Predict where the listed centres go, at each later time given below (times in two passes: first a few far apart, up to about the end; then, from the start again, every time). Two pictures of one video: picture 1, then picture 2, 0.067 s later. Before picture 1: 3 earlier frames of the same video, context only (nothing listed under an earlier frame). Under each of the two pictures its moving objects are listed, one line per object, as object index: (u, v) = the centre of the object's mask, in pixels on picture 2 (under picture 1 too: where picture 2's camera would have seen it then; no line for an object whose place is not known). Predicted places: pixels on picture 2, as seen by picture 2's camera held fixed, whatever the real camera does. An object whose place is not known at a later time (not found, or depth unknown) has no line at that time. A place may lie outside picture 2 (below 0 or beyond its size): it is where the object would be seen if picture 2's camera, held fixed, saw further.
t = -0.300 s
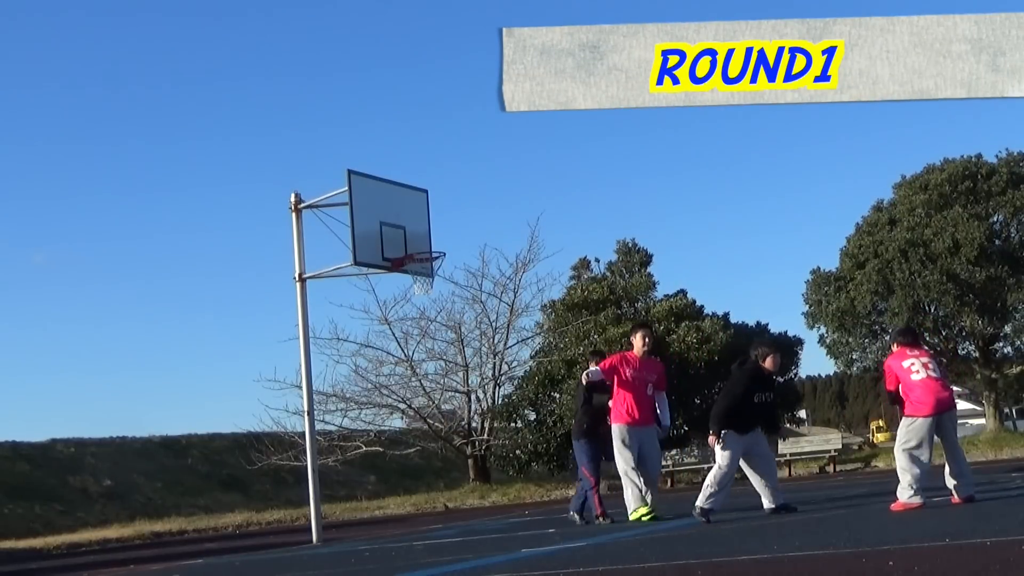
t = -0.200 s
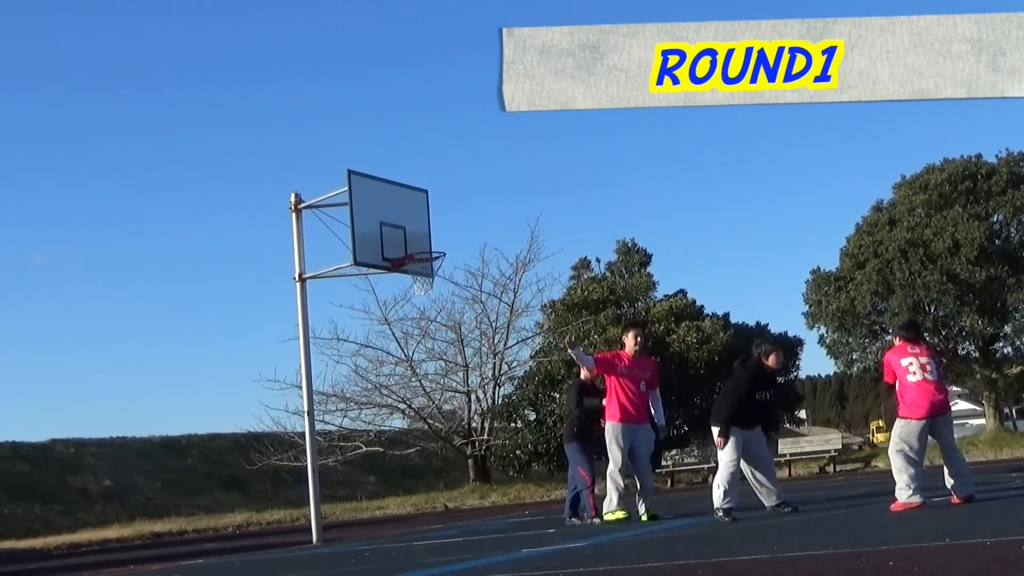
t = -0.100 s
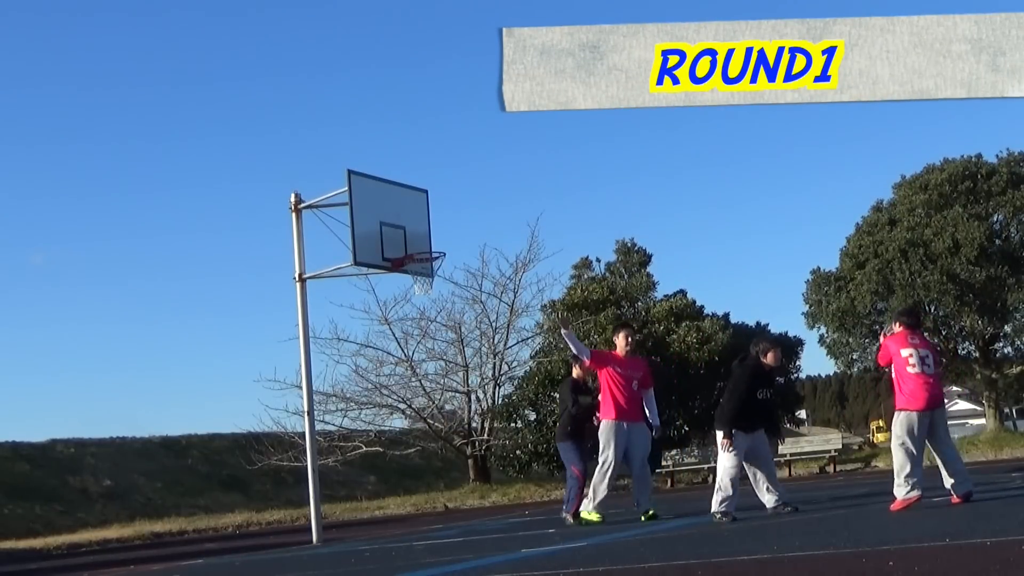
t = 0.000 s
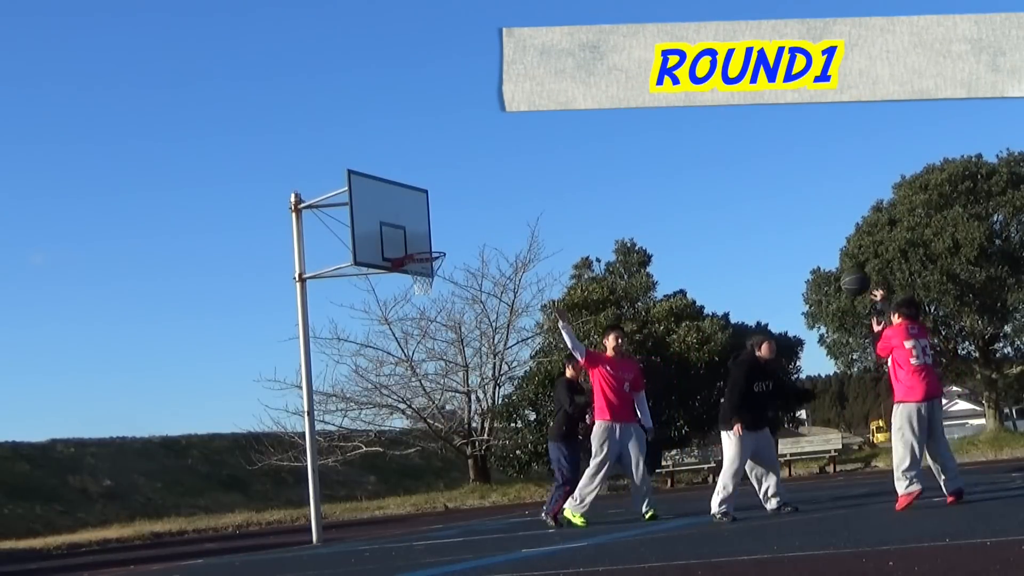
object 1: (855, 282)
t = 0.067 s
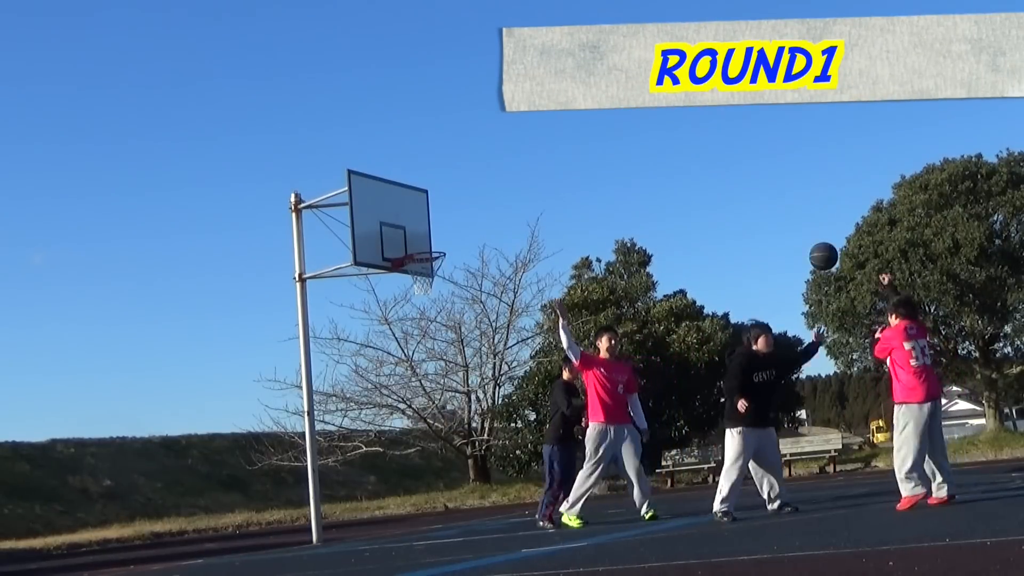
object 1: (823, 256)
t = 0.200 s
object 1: (765, 223)
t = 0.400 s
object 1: (689, 213)
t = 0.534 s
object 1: (644, 231)
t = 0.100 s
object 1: (808, 245)
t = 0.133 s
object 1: (793, 237)
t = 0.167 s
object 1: (779, 229)
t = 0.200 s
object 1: (765, 223)
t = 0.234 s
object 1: (751, 218)
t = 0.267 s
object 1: (738, 214)
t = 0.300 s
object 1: (725, 212)
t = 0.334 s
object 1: (713, 211)
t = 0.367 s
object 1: (701, 212)
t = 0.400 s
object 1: (689, 213)
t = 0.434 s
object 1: (677, 216)
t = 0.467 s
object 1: (666, 220)
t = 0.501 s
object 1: (655, 225)
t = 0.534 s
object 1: (644, 231)
